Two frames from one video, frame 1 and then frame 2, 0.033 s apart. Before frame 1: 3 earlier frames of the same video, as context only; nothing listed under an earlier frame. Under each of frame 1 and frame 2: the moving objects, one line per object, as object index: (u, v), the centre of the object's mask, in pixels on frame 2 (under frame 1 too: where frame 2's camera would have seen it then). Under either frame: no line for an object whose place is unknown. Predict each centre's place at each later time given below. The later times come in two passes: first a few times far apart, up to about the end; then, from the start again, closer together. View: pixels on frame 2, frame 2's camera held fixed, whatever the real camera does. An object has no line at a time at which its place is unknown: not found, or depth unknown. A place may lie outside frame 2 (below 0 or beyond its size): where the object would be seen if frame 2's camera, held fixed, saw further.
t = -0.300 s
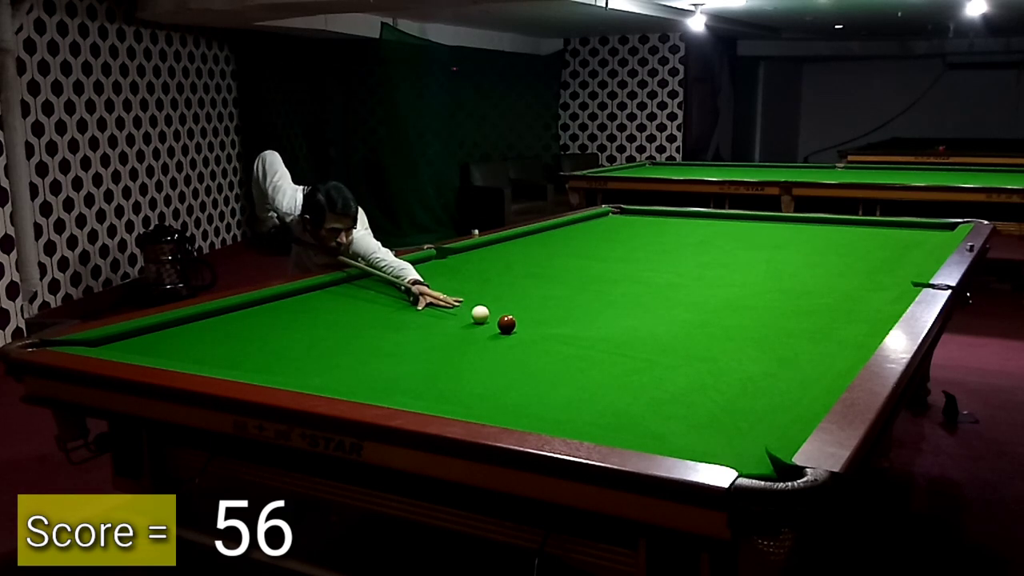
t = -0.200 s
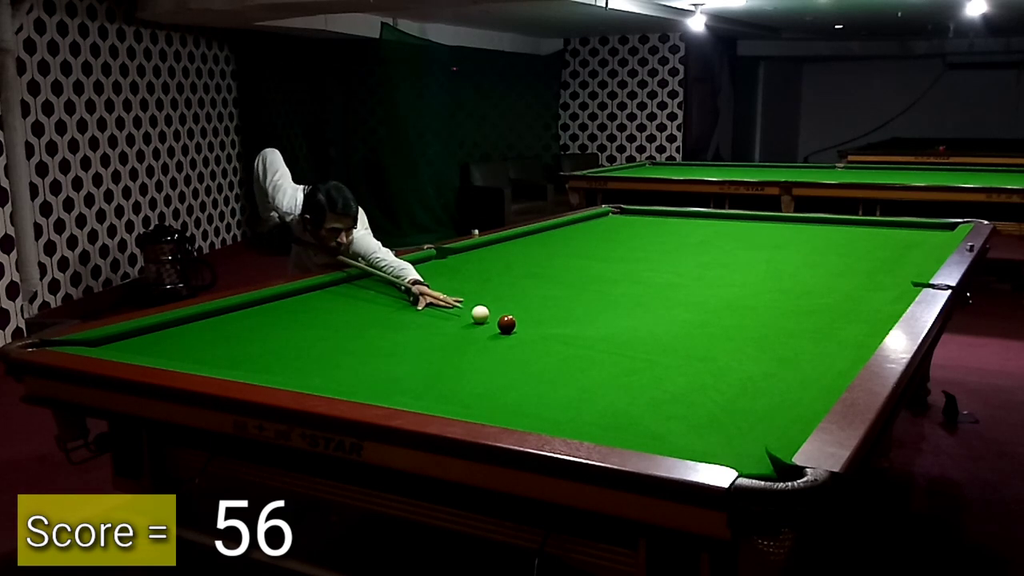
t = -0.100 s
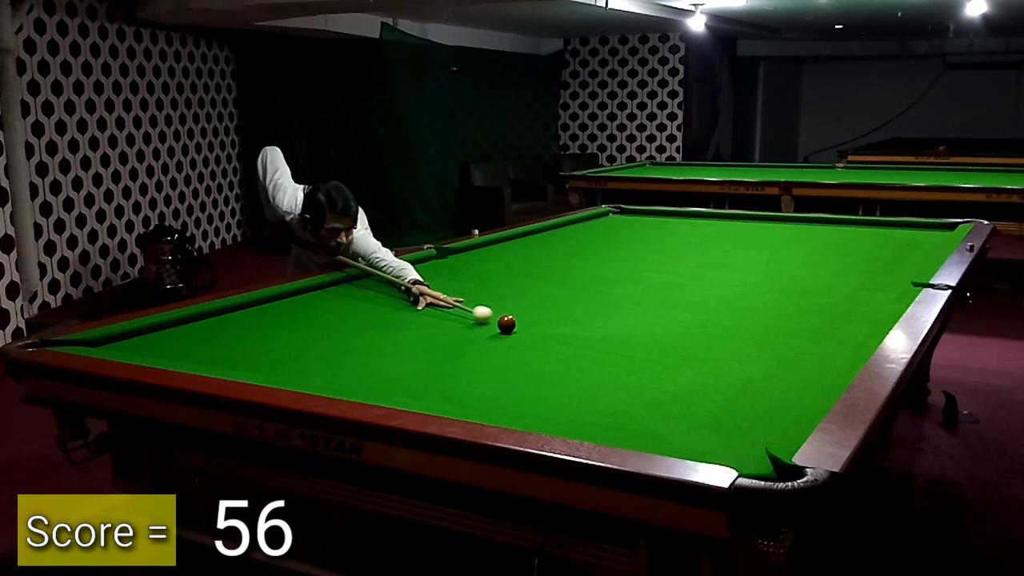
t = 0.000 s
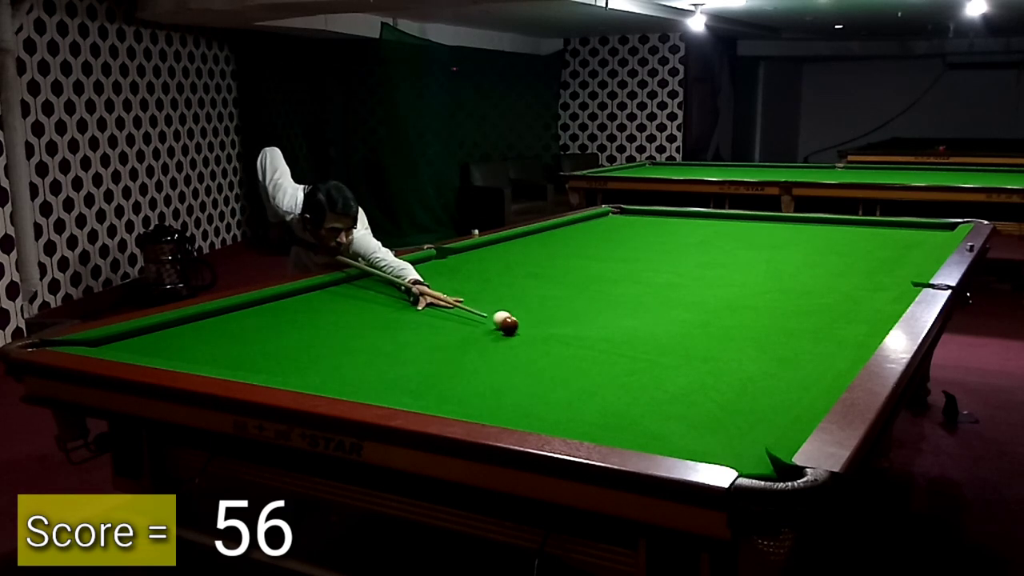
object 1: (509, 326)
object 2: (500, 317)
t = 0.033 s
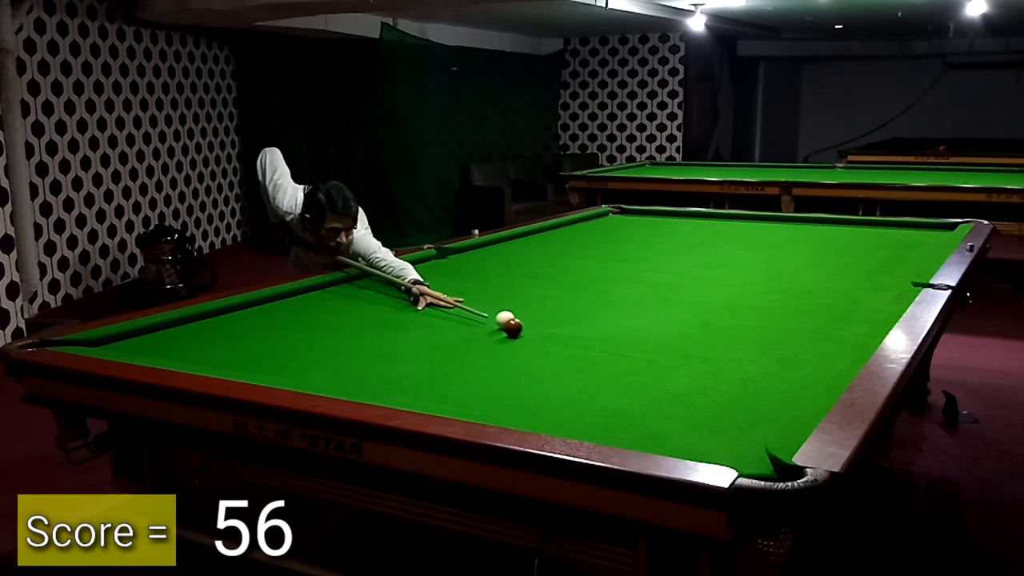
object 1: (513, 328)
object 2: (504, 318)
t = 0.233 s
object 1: (531, 339)
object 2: (523, 320)
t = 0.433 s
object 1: (551, 350)
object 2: (539, 321)
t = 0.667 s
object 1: (574, 363)
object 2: (557, 321)
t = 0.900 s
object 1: (599, 377)
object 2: (571, 322)
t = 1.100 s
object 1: (621, 390)
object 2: (582, 322)
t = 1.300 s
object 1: (644, 404)
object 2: (592, 322)
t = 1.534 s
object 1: (673, 421)
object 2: (600, 322)
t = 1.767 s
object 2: (606, 322)
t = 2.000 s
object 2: (610, 322)
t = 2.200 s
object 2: (611, 323)
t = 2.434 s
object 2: (611, 322)
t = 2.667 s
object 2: (611, 322)
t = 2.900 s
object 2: (611, 323)
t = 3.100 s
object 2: (611, 322)
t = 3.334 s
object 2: (611, 322)
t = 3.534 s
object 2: (611, 322)
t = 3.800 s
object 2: (611, 322)
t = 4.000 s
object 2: (611, 322)
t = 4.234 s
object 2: (611, 323)
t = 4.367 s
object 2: (611, 323)
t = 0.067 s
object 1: (516, 330)
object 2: (507, 318)
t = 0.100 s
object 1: (519, 332)
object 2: (510, 319)
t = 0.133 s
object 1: (522, 333)
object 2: (513, 319)
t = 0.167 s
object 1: (525, 335)
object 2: (517, 319)
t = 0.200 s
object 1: (528, 337)
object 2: (520, 320)
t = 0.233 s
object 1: (531, 339)
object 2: (523, 320)
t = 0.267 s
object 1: (535, 340)
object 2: (526, 320)
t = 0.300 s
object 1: (538, 342)
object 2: (529, 321)
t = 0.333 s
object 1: (541, 344)
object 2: (531, 321)
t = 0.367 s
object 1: (544, 346)
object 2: (534, 321)
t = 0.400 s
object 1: (548, 348)
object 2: (537, 321)
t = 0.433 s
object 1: (551, 350)
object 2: (539, 321)
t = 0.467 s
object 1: (554, 352)
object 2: (542, 321)
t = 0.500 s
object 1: (558, 354)
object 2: (545, 321)
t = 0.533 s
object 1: (561, 356)
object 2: (547, 321)
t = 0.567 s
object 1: (564, 357)
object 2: (549, 321)
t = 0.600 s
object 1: (568, 359)
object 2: (552, 321)
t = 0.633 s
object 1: (571, 361)
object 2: (554, 321)
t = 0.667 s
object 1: (574, 363)
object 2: (557, 321)
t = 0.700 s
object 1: (578, 365)
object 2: (559, 321)
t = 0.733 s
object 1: (581, 367)
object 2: (561, 321)
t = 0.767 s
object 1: (585, 369)
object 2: (563, 321)
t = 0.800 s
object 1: (588, 371)
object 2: (565, 322)
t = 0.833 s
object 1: (592, 373)
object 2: (567, 322)
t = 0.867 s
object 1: (596, 376)
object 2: (569, 322)
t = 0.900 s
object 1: (599, 377)
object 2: (571, 322)
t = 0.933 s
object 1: (603, 380)
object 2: (574, 322)
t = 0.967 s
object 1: (606, 382)
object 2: (575, 322)
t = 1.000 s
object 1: (610, 384)
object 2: (577, 322)
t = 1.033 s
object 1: (614, 386)
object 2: (579, 322)
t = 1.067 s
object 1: (617, 388)
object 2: (581, 322)
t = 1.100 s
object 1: (621, 390)
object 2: (582, 322)
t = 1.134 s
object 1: (625, 392)
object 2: (584, 322)
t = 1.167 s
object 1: (629, 395)
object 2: (586, 322)
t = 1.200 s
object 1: (633, 397)
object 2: (587, 322)
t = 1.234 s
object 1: (636, 399)
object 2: (589, 322)
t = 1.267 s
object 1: (640, 402)
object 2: (590, 322)
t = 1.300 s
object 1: (644, 404)
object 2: (592, 322)
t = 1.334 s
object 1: (648, 406)
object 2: (593, 322)
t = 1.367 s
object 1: (652, 408)
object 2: (594, 322)
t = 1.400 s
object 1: (657, 410)
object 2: (596, 322)
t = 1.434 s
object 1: (661, 413)
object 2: (597, 322)
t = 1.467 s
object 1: (665, 416)
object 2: (598, 322)
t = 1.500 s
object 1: (669, 418)
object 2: (599, 322)
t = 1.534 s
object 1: (673, 421)
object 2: (600, 322)
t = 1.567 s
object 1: (677, 423)
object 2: (601, 322)
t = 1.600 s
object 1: (682, 425)
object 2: (602, 322)
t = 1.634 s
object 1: (686, 428)
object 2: (603, 322)
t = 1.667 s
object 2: (604, 322)
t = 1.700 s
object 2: (605, 322)
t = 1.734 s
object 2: (606, 322)
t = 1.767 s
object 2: (606, 322)
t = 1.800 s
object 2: (607, 322)
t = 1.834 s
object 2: (607, 322)
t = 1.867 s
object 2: (608, 322)
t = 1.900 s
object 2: (609, 322)
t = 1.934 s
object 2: (609, 322)
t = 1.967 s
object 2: (610, 322)
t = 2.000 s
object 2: (610, 322)
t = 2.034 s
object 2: (611, 322)
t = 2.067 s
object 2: (611, 322)
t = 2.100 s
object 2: (611, 322)
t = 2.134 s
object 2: (611, 323)
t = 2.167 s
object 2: (611, 323)
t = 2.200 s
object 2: (611, 323)
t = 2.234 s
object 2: (612, 323)
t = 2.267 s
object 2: (612, 323)
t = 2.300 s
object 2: (611, 323)
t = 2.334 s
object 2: (611, 323)
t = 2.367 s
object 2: (611, 323)
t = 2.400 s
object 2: (611, 323)
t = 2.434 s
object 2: (611, 322)
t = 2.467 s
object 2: (611, 323)
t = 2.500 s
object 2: (611, 323)
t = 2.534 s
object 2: (611, 323)
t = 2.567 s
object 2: (611, 323)
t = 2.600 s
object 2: (611, 323)
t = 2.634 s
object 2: (611, 323)
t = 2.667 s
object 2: (611, 322)
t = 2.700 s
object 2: (611, 323)
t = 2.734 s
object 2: (611, 322)
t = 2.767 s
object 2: (611, 323)
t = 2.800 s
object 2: (611, 322)
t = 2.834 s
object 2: (611, 323)
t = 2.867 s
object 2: (611, 322)
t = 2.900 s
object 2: (611, 323)
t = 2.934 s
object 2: (611, 322)
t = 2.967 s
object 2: (611, 323)
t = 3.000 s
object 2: (611, 322)
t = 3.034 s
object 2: (611, 322)
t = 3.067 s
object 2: (611, 322)
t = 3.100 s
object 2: (611, 322)
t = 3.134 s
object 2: (611, 323)
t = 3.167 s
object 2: (611, 323)
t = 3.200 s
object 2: (611, 323)
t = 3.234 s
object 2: (611, 322)
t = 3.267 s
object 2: (611, 322)
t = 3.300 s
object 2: (611, 322)
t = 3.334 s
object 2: (611, 322)
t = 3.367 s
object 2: (611, 323)
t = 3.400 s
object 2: (611, 323)
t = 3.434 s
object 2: (611, 322)
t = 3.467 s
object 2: (611, 322)
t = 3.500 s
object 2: (611, 322)
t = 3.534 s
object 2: (611, 322)
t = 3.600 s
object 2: (611, 322)
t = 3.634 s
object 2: (611, 323)
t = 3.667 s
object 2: (611, 322)
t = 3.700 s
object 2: (611, 322)
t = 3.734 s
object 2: (611, 322)
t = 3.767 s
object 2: (611, 322)
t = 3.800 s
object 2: (611, 322)
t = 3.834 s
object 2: (611, 322)
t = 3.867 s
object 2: (611, 322)
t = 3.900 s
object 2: (611, 322)
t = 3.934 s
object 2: (611, 322)
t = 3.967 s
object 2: (611, 322)
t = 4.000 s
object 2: (611, 322)
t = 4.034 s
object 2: (611, 323)
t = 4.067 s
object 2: (611, 322)
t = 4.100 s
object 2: (611, 323)
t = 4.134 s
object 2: (611, 323)
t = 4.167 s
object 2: (611, 323)
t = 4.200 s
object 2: (611, 323)
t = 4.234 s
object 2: (611, 323)
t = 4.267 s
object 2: (611, 323)
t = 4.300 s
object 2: (611, 323)
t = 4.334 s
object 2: (611, 323)
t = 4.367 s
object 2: (611, 323)
